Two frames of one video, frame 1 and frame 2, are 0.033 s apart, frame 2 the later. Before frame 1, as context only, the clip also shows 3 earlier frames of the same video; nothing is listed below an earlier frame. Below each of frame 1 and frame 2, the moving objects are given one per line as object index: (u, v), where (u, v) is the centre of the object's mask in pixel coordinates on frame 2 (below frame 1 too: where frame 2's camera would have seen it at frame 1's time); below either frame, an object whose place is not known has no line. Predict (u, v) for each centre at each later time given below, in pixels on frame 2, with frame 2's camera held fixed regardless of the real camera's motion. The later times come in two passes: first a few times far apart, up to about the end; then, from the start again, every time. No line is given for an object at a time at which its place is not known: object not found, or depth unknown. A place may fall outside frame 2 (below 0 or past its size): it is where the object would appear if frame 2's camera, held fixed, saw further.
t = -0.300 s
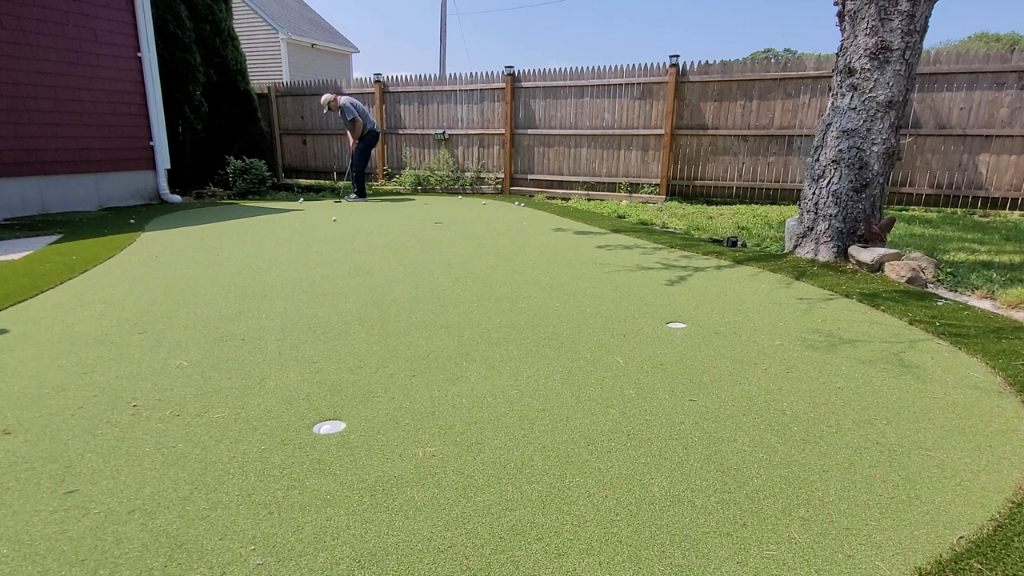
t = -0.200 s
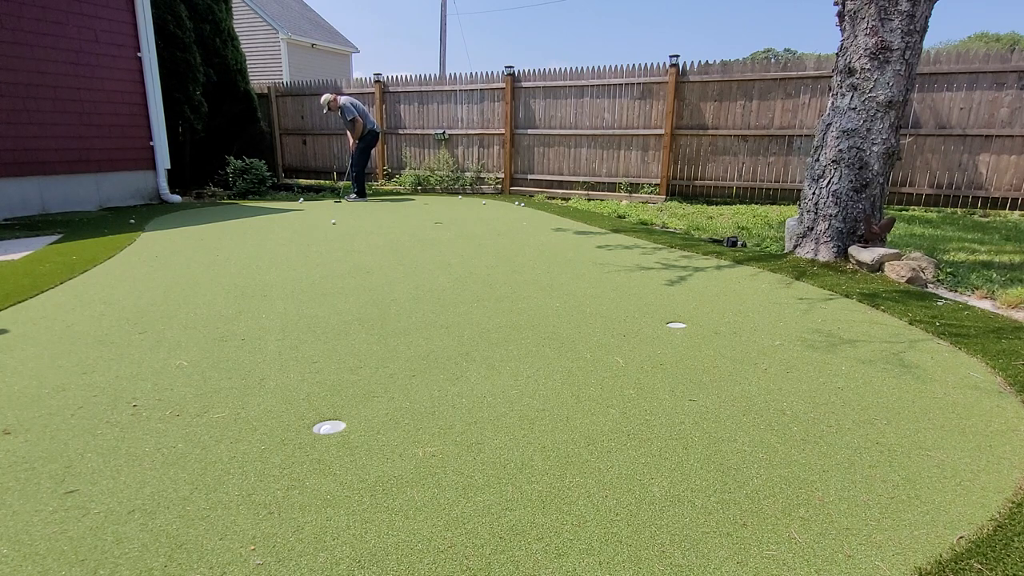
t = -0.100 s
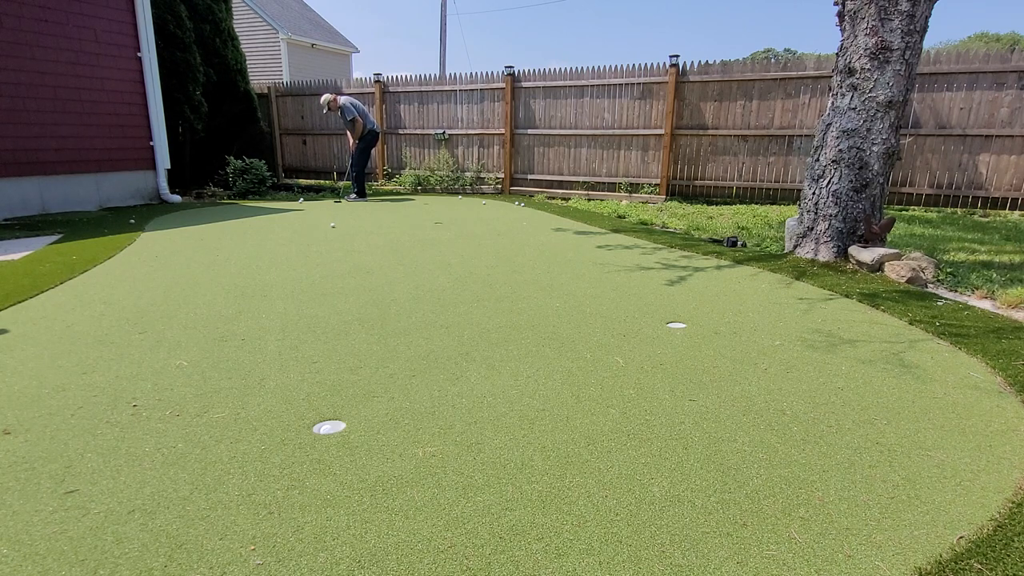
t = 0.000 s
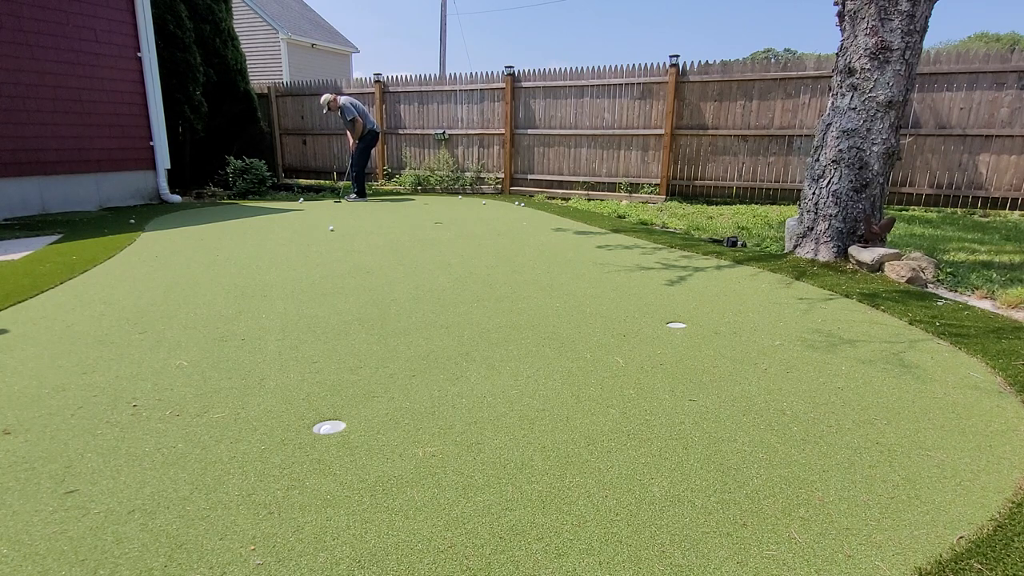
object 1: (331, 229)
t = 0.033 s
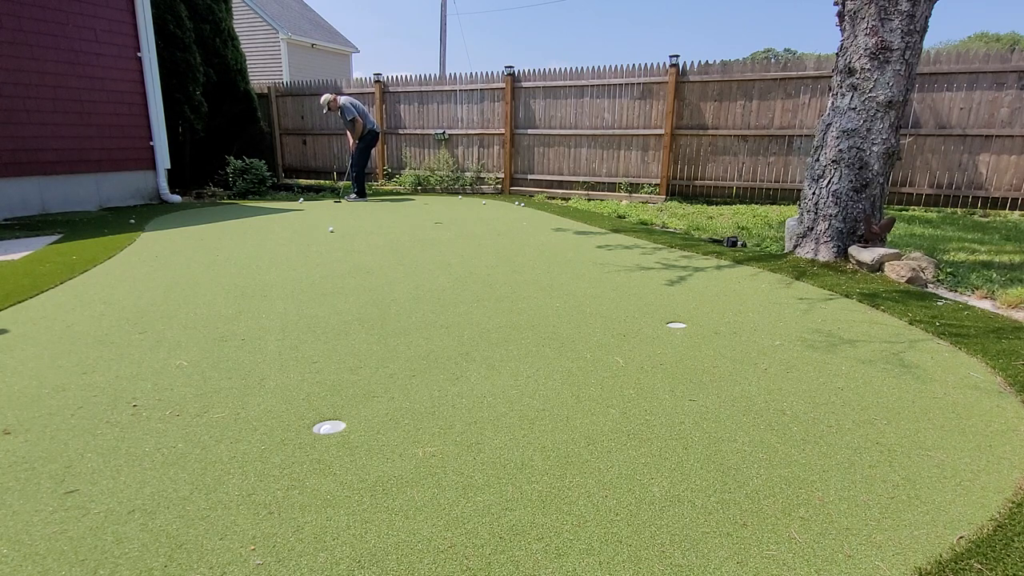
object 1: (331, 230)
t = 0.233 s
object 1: (329, 238)
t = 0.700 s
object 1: (320, 259)
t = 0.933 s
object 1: (315, 273)
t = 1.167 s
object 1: (310, 289)
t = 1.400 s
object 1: (305, 308)
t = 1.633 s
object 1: (301, 330)
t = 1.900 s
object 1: (296, 360)
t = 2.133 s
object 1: (290, 391)
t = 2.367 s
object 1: (281, 427)
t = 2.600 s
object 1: (266, 471)
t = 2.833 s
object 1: (245, 523)
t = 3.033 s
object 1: (224, 568)
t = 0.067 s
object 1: (330, 231)
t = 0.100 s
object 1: (330, 232)
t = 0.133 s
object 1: (330, 233)
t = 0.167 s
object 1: (329, 235)
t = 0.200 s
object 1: (329, 236)
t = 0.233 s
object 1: (329, 238)
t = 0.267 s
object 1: (328, 239)
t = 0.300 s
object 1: (328, 240)
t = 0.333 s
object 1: (327, 242)
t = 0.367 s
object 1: (326, 243)
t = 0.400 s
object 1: (326, 245)
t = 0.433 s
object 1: (325, 247)
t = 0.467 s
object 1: (325, 248)
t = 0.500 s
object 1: (324, 249)
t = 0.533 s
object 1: (323, 251)
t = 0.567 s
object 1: (323, 252)
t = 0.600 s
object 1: (322, 254)
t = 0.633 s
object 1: (321, 256)
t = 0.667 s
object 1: (321, 257)
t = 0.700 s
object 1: (320, 259)
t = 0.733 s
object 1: (319, 261)
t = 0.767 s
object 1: (319, 263)
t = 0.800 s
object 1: (318, 265)
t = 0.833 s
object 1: (317, 267)
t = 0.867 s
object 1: (316, 269)
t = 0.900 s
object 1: (316, 271)
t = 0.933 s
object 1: (315, 273)
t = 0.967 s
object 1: (314, 275)
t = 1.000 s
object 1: (314, 277)
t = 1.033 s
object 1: (313, 279)
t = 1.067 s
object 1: (312, 282)
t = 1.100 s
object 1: (312, 284)
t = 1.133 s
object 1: (311, 286)
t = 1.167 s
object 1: (310, 289)
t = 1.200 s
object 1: (309, 291)
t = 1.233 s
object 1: (309, 294)
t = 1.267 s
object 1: (308, 296)
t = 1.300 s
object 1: (308, 299)
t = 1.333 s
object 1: (307, 302)
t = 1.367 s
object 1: (306, 305)
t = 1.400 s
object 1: (305, 308)
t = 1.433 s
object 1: (305, 311)
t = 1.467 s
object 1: (304, 314)
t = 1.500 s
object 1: (303, 317)
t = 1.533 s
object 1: (303, 320)
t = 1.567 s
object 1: (302, 323)
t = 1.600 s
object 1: (302, 326)
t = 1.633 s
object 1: (301, 330)
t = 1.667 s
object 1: (300, 334)
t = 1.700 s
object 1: (300, 337)
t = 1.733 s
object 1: (299, 340)
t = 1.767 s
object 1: (298, 344)
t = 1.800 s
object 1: (298, 348)
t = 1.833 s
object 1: (298, 352)
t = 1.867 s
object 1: (297, 356)
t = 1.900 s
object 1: (296, 360)
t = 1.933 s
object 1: (296, 364)
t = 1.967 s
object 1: (295, 369)
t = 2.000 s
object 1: (294, 373)
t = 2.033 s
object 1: (294, 377)
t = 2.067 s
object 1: (293, 381)
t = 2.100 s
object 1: (291, 386)
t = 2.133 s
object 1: (290, 391)
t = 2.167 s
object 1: (289, 396)
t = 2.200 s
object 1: (288, 401)
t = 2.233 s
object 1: (287, 406)
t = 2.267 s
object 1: (285, 411)
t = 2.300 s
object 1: (284, 416)
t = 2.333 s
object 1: (282, 422)
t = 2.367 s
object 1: (281, 427)
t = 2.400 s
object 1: (279, 433)
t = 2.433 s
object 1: (277, 439)
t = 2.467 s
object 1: (275, 445)
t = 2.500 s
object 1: (273, 451)
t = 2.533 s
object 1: (271, 458)
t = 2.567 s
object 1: (268, 465)
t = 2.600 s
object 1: (266, 471)
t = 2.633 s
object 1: (263, 478)
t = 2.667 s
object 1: (261, 485)
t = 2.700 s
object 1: (258, 492)
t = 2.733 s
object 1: (255, 500)
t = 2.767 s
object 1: (252, 507)
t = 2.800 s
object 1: (248, 515)
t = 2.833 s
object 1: (245, 523)
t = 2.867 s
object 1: (242, 530)
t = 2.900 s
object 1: (238, 538)
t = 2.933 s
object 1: (235, 547)
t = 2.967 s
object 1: (232, 555)
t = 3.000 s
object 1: (228, 564)
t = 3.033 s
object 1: (224, 568)
